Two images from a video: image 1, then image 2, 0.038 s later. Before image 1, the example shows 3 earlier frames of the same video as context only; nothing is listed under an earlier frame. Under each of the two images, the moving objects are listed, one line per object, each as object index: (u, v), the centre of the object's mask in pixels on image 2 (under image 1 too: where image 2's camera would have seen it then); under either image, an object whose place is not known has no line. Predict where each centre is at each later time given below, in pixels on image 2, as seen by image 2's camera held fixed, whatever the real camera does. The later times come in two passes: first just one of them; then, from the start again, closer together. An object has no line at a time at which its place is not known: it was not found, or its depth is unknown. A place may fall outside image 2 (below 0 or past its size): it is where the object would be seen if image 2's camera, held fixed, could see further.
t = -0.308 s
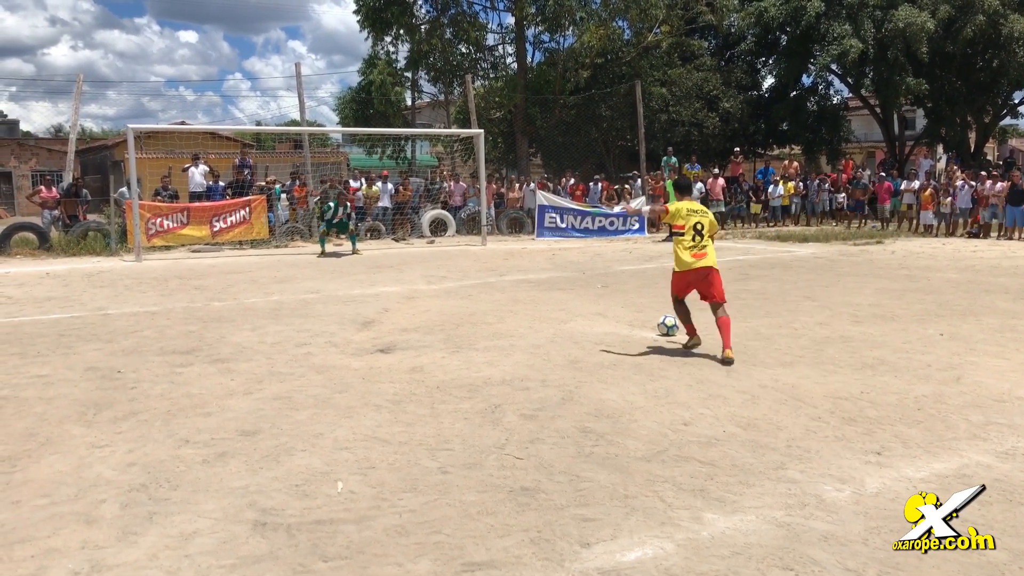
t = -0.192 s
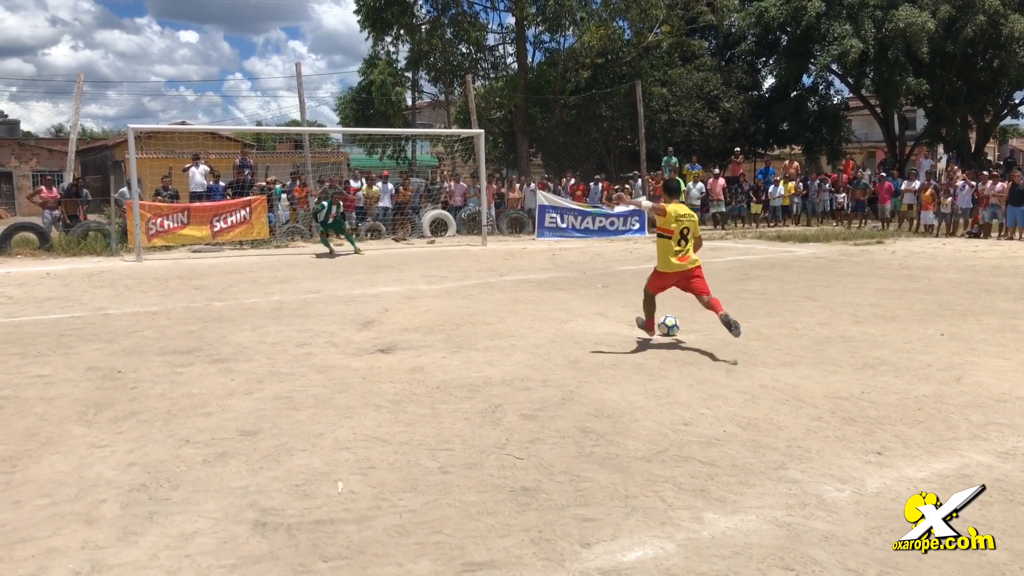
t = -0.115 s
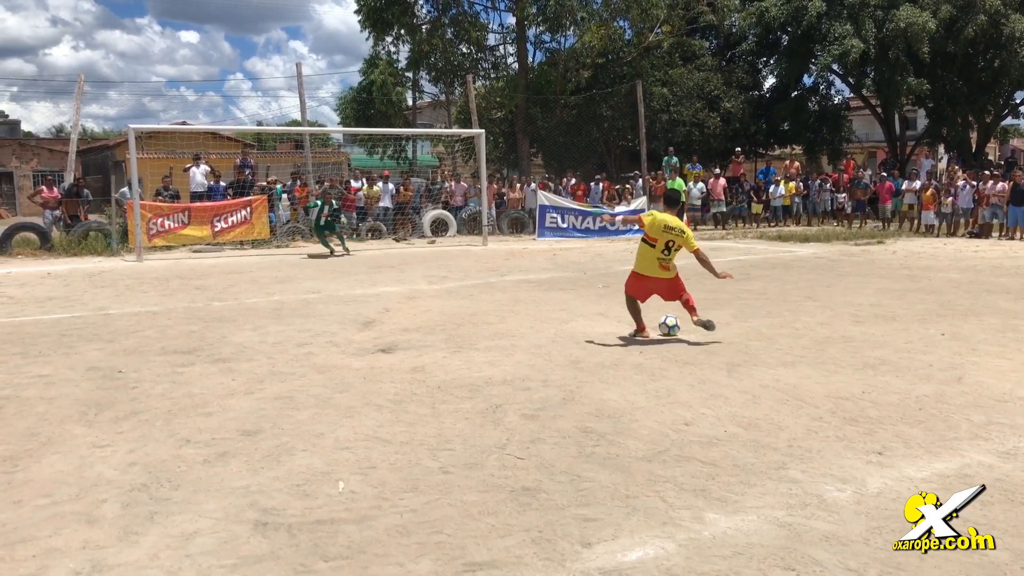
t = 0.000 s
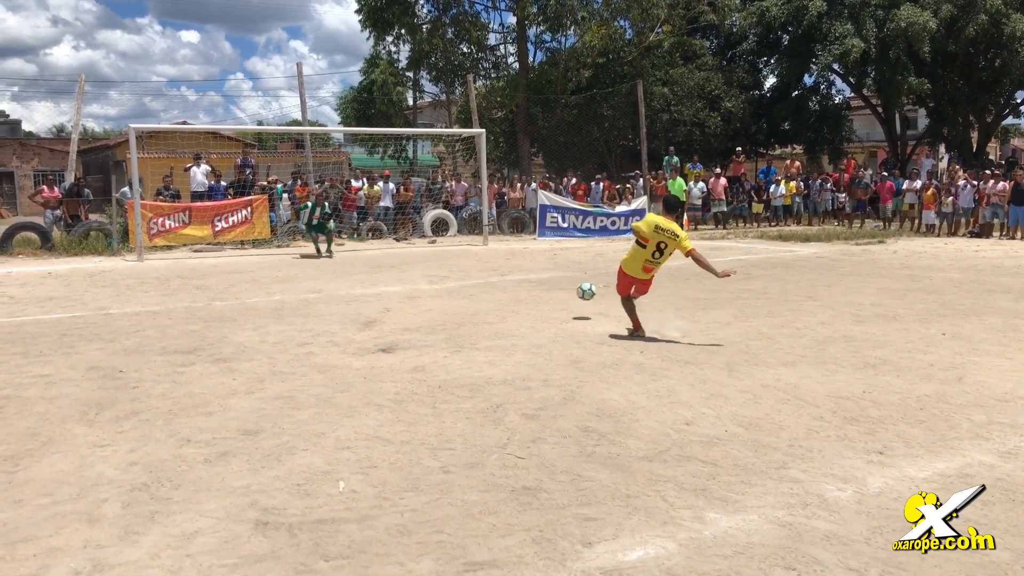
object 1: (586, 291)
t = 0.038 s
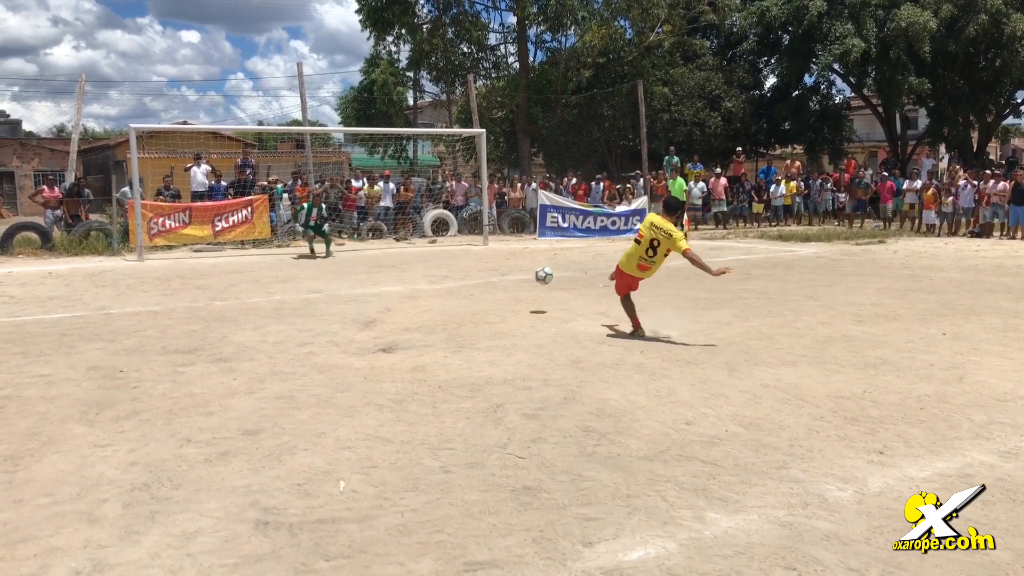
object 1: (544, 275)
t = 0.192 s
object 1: (378, 229)
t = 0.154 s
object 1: (406, 234)
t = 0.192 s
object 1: (378, 229)
